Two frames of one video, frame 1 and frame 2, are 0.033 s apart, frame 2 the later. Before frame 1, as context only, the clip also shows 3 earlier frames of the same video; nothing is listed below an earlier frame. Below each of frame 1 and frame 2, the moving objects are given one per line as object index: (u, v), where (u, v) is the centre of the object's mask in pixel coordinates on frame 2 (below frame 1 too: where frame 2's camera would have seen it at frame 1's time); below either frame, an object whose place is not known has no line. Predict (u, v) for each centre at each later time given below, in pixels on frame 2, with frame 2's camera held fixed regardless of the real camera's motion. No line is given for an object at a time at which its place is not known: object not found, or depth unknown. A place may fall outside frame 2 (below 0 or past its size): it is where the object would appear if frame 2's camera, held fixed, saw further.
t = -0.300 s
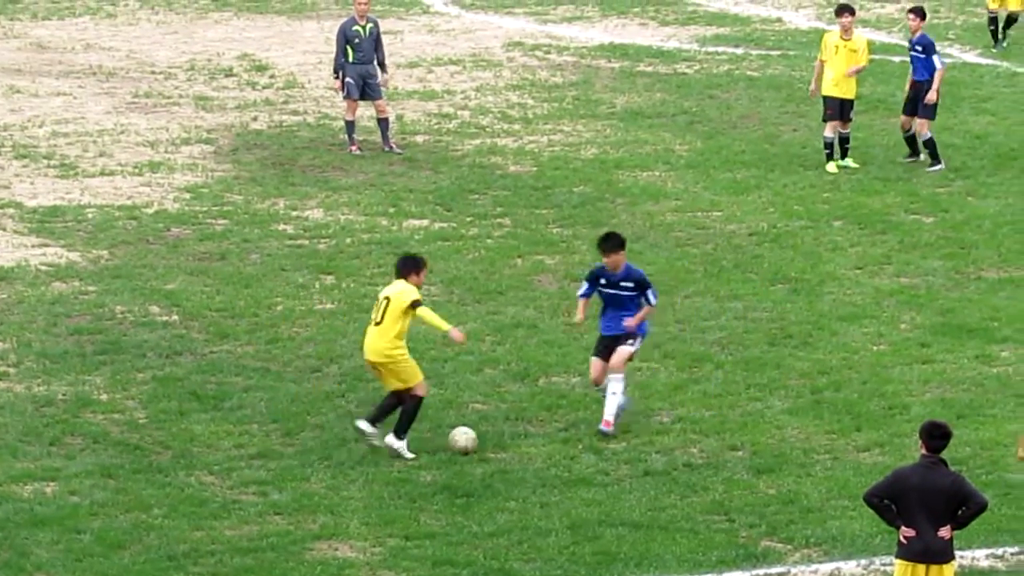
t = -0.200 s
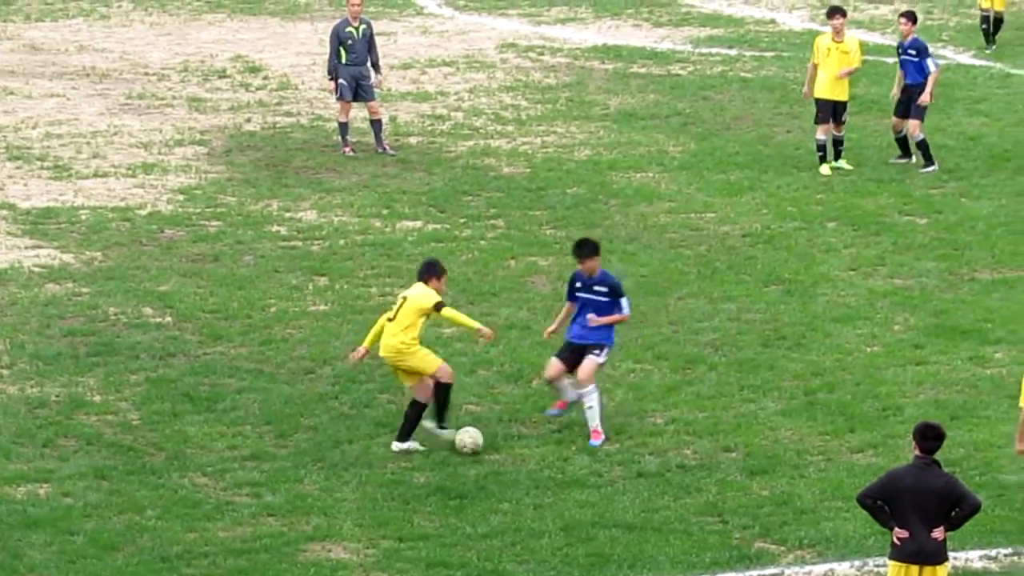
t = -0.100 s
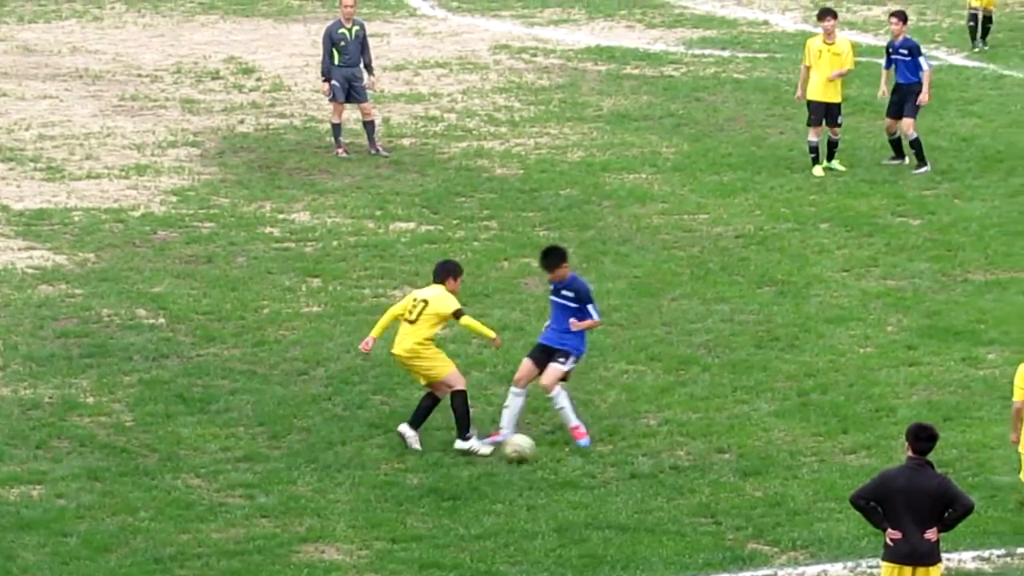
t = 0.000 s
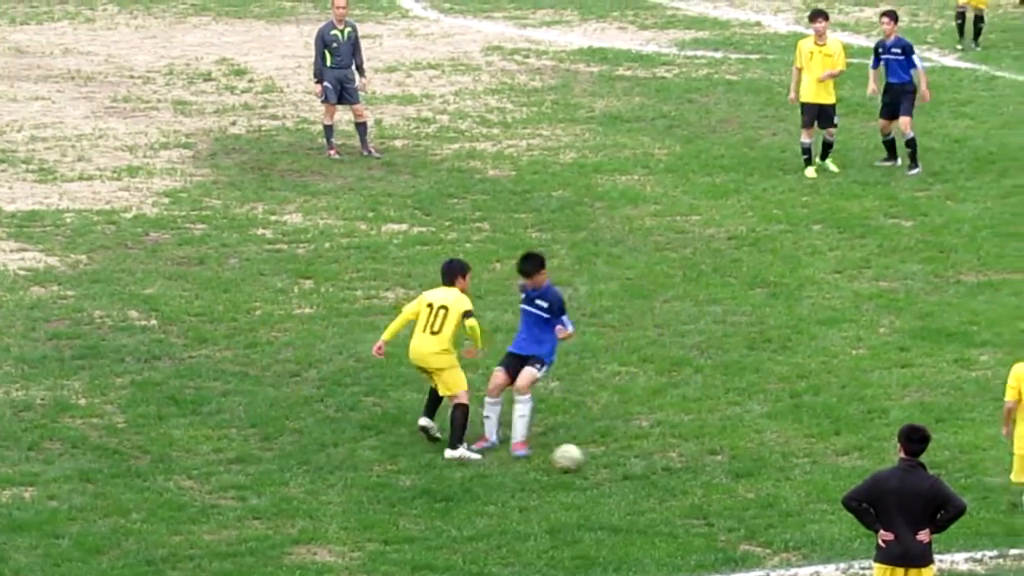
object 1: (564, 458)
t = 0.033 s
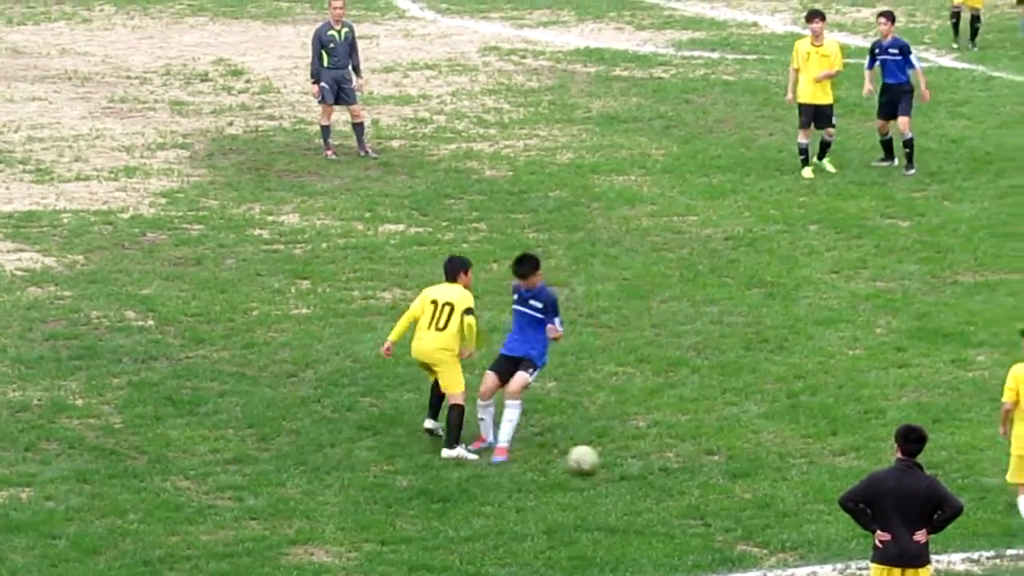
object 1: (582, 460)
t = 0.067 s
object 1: (600, 462)
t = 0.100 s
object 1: (619, 466)
